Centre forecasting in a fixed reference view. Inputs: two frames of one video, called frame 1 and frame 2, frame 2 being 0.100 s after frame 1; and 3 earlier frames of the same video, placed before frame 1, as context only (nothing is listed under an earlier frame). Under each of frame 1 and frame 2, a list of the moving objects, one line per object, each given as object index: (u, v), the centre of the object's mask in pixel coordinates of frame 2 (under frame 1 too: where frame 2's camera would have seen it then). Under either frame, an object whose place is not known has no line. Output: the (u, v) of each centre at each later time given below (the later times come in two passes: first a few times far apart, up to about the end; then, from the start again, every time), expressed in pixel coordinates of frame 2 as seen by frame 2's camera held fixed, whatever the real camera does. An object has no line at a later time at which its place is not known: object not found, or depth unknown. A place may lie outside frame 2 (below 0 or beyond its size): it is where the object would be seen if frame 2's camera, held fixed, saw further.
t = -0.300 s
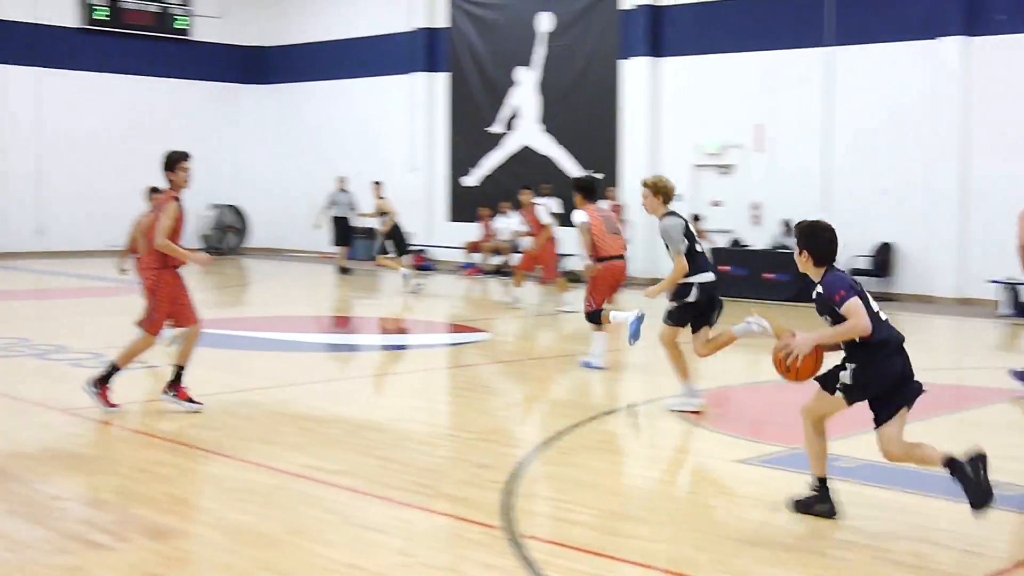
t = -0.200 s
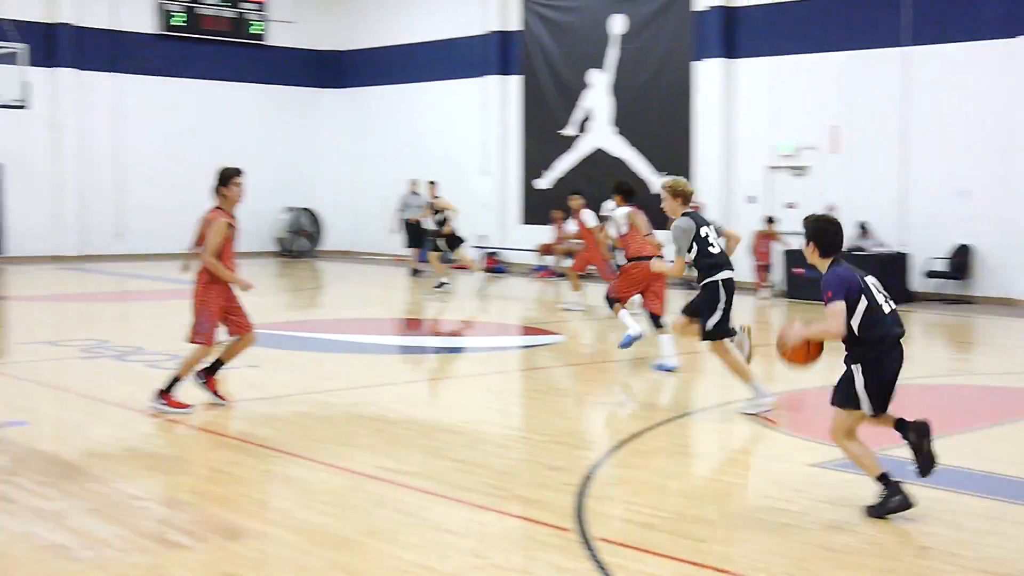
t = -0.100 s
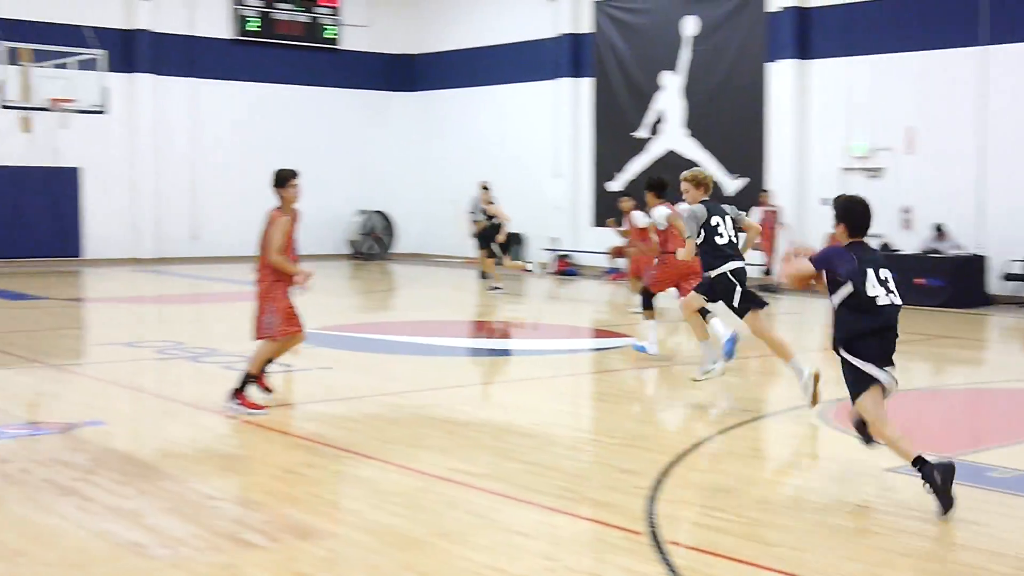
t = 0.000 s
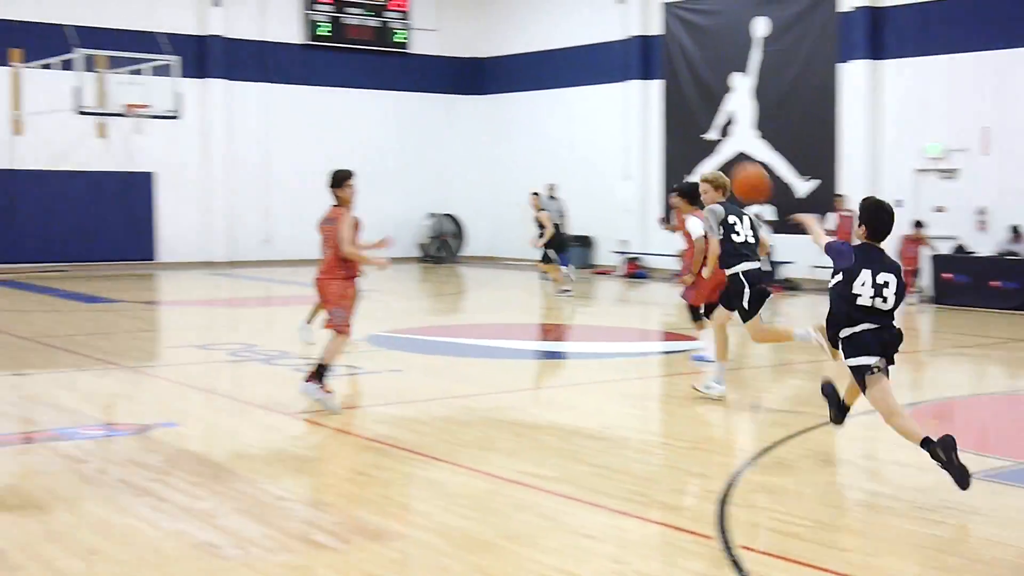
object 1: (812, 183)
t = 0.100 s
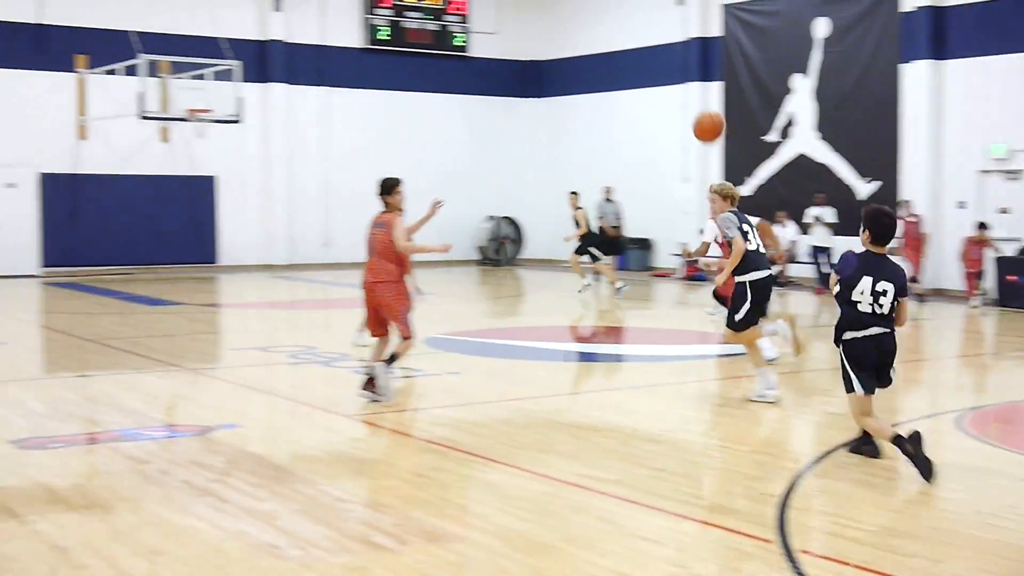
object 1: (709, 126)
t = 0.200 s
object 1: (634, 92)
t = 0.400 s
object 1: (534, 68)
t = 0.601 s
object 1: (464, 77)
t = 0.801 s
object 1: (418, 108)
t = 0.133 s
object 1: (681, 114)
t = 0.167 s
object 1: (656, 102)
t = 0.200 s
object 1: (634, 92)
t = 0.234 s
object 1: (613, 85)
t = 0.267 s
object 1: (595, 79)
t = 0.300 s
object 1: (578, 75)
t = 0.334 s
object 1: (561, 72)
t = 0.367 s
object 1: (547, 70)
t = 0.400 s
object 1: (534, 68)
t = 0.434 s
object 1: (521, 67)
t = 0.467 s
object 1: (509, 67)
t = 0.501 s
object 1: (497, 68)
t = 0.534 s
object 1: (485, 70)
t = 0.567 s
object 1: (474, 74)
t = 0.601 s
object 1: (464, 77)
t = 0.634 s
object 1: (455, 81)
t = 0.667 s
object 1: (446, 85)
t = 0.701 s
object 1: (438, 90)
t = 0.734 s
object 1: (431, 95)
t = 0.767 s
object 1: (424, 102)
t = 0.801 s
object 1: (418, 108)
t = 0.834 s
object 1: (411, 115)
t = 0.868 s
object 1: (403, 123)
